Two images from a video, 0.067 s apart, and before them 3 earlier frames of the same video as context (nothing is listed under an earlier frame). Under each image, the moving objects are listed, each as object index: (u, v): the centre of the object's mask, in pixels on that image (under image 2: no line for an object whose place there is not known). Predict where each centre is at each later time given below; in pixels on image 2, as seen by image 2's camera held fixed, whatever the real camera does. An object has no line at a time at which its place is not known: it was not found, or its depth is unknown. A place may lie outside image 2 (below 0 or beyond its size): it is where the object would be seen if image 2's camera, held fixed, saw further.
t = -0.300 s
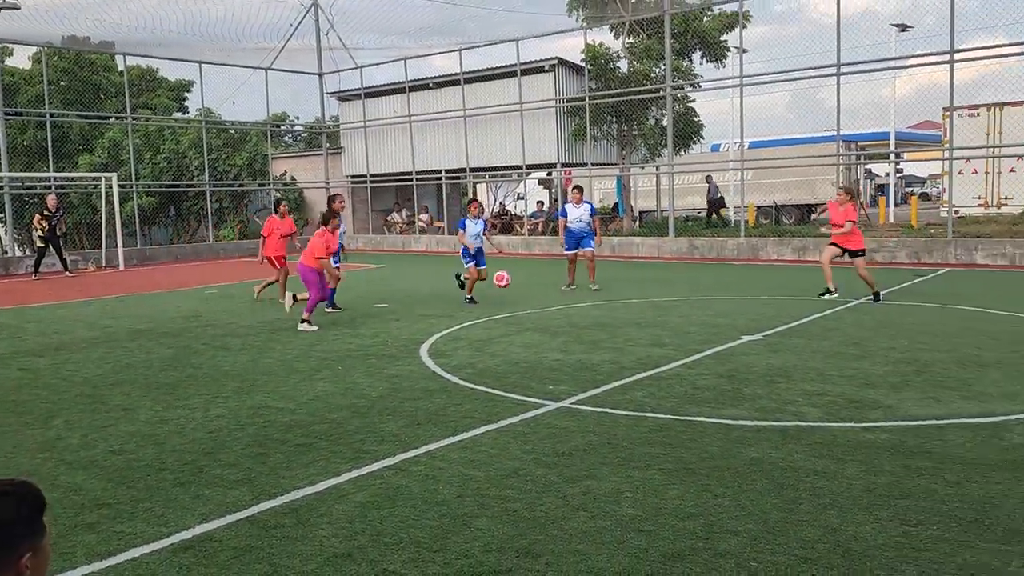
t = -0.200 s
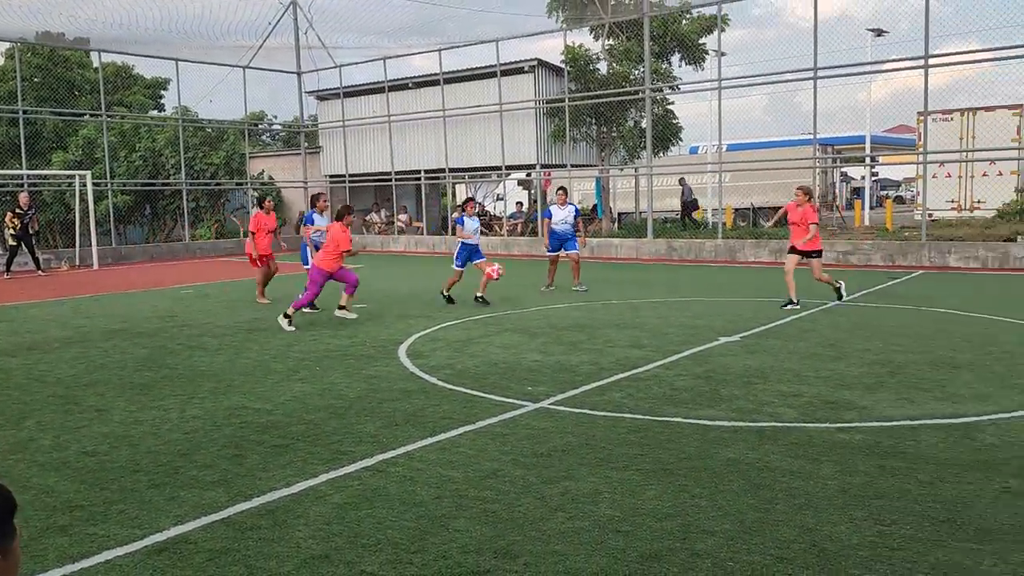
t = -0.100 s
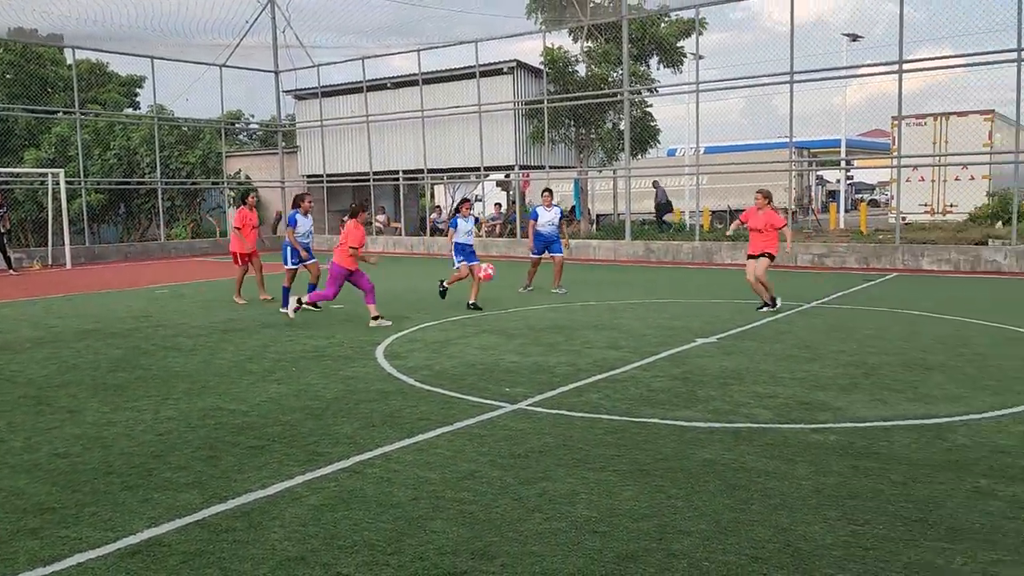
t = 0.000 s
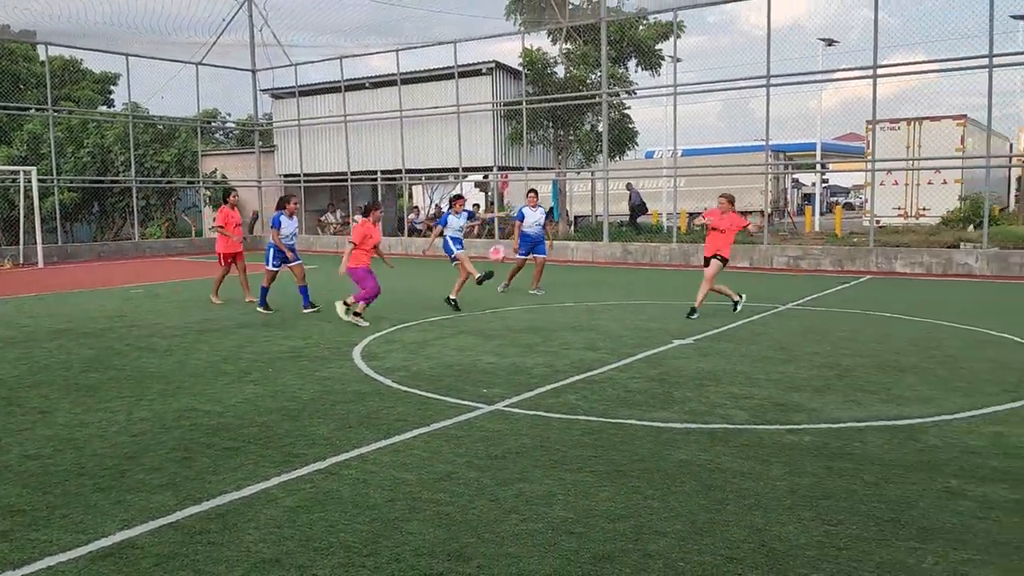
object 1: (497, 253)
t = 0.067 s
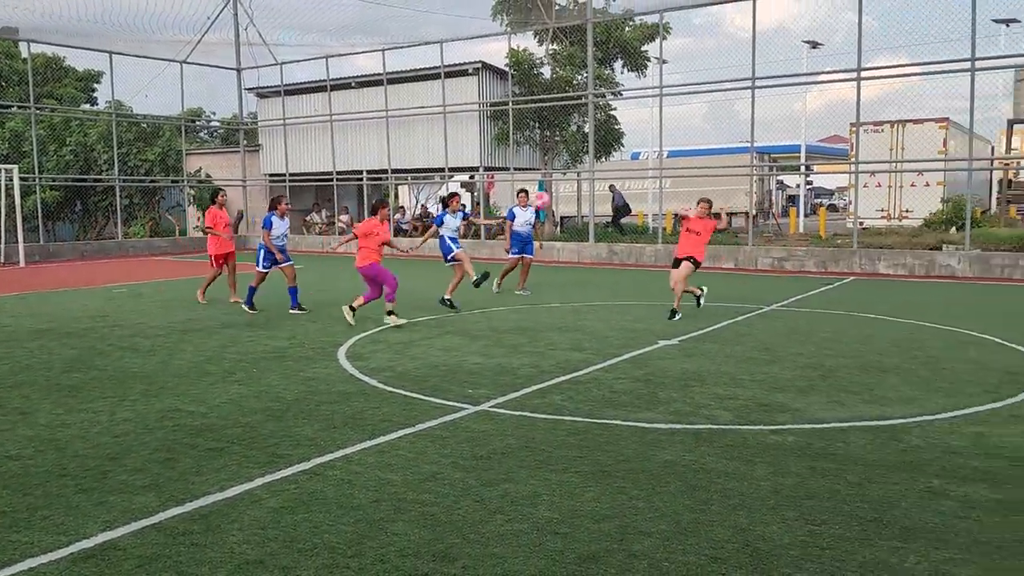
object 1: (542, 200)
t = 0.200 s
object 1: (655, 100)
